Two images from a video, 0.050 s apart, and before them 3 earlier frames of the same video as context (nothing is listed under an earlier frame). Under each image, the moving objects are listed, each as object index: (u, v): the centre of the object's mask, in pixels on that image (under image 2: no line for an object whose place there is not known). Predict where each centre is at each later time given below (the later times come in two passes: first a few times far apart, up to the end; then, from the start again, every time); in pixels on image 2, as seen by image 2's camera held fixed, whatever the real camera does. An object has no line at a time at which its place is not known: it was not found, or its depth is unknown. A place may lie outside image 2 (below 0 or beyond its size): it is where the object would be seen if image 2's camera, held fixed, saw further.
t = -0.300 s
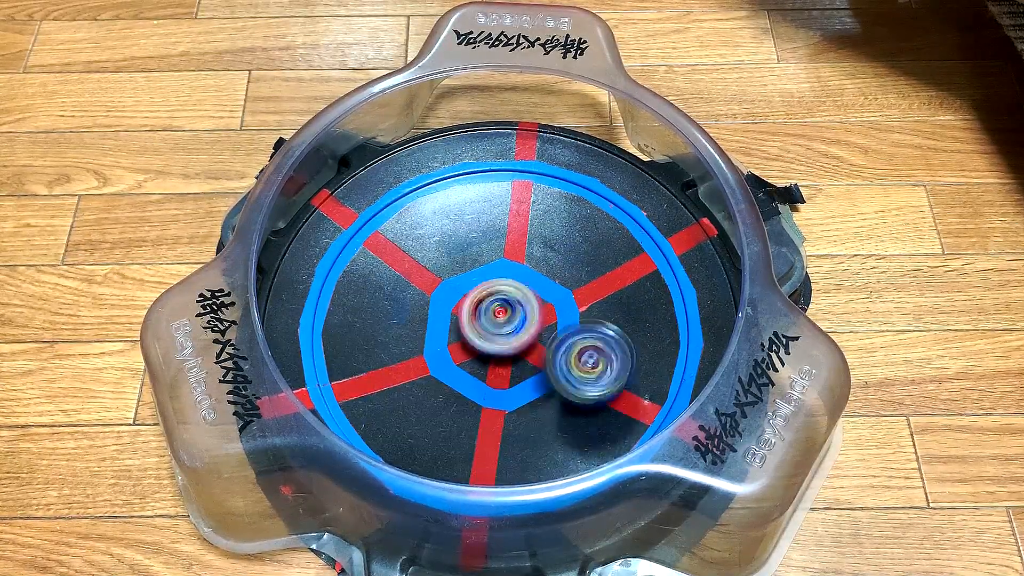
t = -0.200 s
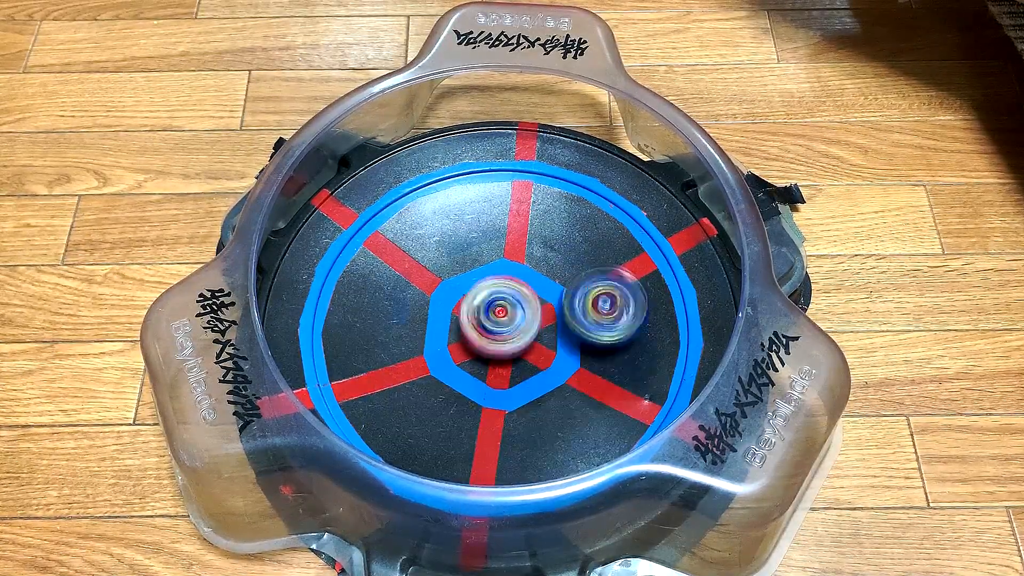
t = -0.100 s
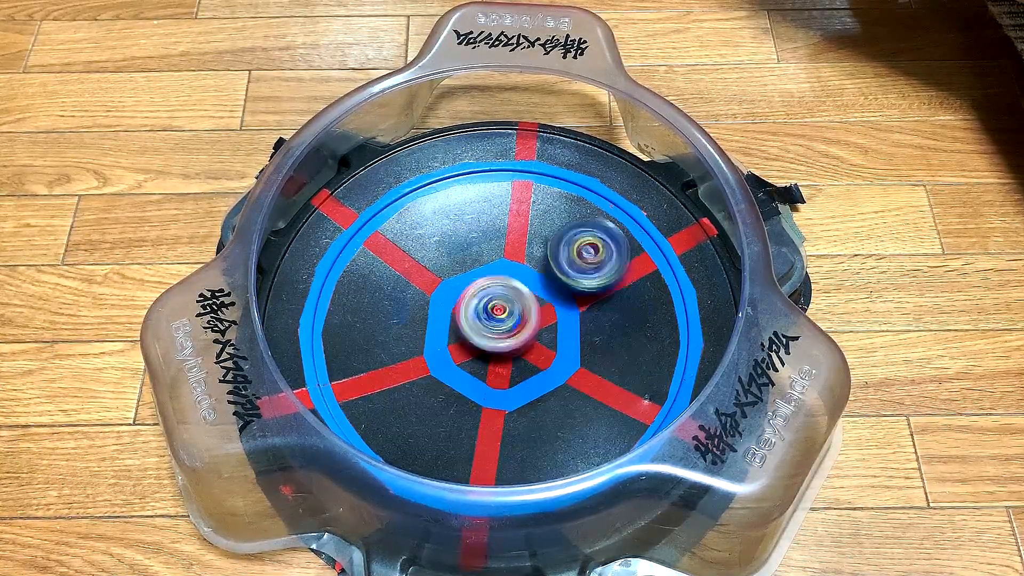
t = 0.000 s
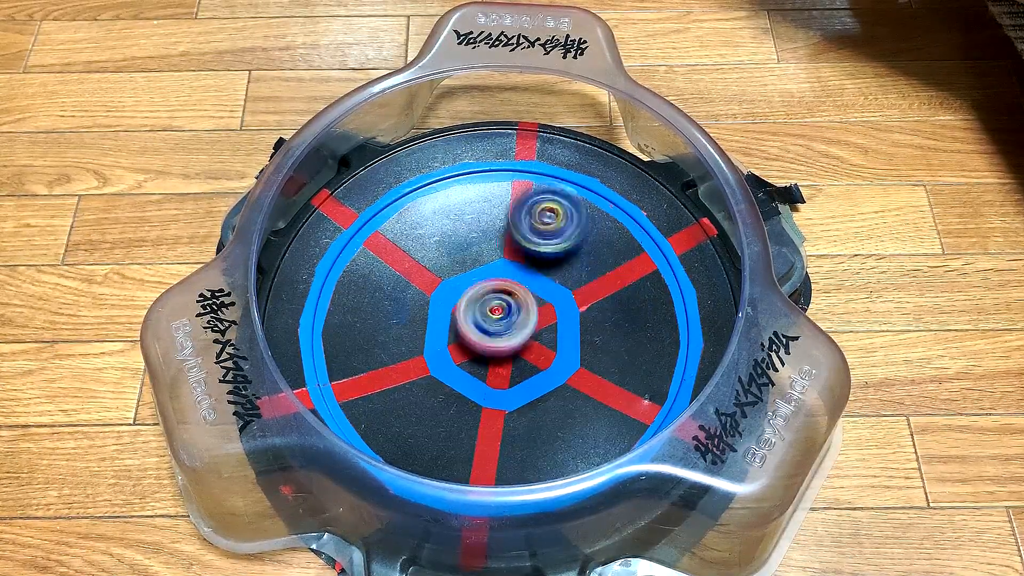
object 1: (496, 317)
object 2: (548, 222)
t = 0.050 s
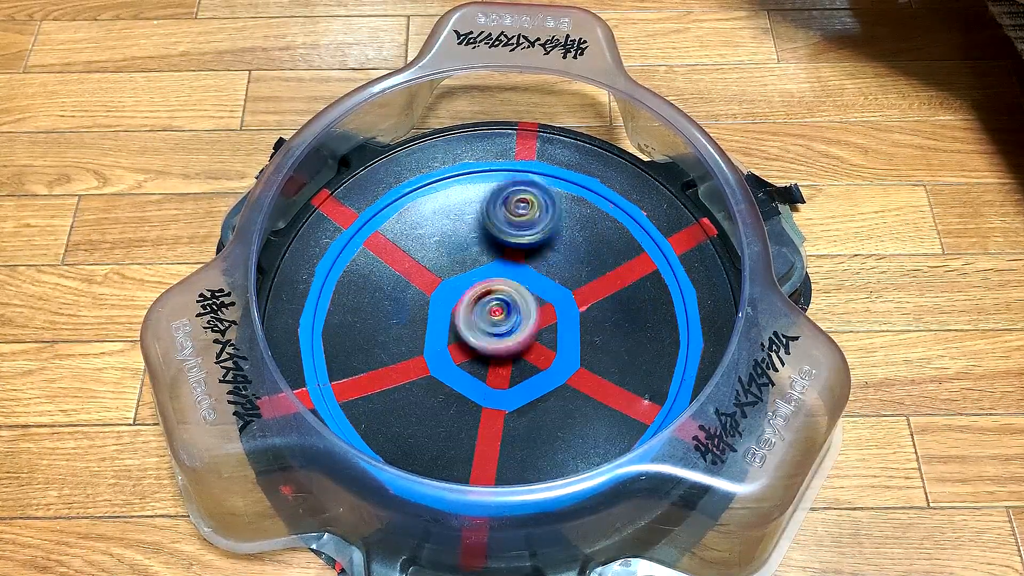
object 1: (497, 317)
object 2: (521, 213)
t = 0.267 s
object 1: (498, 318)
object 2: (411, 250)
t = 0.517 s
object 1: (501, 318)
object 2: (427, 377)
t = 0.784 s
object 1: (503, 317)
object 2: (584, 383)
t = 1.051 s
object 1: (502, 317)
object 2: (594, 254)
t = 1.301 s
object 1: (500, 318)
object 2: (460, 241)
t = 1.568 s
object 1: (499, 317)
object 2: (398, 349)
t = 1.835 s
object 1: (500, 319)
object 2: (517, 414)
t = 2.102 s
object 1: (495, 321)
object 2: (594, 305)
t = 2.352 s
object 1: (498, 311)
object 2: (507, 226)
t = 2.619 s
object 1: (500, 318)
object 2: (400, 282)
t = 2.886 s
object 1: (510, 319)
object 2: (458, 392)
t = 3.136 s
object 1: (528, 301)
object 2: (579, 385)
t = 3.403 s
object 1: (511, 269)
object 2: (603, 328)
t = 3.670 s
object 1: (486, 257)
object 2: (605, 344)
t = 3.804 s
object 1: (481, 253)
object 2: (566, 352)
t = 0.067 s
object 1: (496, 317)
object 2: (512, 211)
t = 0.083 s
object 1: (498, 317)
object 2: (504, 210)
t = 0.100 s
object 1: (497, 317)
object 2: (494, 210)
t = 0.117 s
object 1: (497, 318)
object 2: (485, 211)
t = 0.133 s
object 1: (497, 316)
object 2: (475, 213)
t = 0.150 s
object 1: (497, 318)
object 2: (466, 214)
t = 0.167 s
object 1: (497, 318)
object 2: (457, 217)
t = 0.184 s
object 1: (496, 318)
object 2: (448, 220)
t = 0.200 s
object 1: (498, 317)
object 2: (437, 227)
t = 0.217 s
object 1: (497, 318)
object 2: (431, 232)
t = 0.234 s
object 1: (497, 319)
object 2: (425, 236)
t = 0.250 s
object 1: (496, 317)
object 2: (417, 243)
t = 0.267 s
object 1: (498, 318)
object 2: (411, 250)
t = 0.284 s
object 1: (497, 318)
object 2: (407, 256)
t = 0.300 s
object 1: (496, 318)
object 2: (401, 264)
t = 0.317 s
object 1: (496, 316)
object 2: (397, 273)
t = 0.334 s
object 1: (498, 318)
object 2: (395, 282)
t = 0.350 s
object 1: (498, 318)
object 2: (392, 290)
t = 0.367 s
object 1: (497, 318)
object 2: (391, 302)
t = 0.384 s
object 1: (499, 317)
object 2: (392, 310)
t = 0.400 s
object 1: (499, 319)
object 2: (392, 318)
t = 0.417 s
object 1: (499, 319)
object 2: (395, 329)
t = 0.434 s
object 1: (498, 318)
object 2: (398, 336)
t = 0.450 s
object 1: (500, 317)
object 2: (401, 345)
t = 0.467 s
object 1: (500, 319)
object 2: (407, 355)
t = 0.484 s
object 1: (500, 319)
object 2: (413, 361)
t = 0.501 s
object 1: (499, 317)
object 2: (419, 369)
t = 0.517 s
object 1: (501, 318)
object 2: (427, 377)
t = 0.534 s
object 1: (500, 319)
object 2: (437, 383)
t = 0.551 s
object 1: (500, 319)
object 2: (445, 389)
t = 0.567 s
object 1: (500, 317)
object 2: (453, 394)
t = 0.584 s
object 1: (502, 318)
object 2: (464, 397)
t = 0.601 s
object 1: (501, 318)
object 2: (473, 401)
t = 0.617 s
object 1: (500, 319)
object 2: (483, 403)
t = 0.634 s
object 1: (500, 317)
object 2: (495, 404)
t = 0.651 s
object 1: (502, 318)
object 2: (505, 406)
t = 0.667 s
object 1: (501, 319)
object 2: (515, 406)
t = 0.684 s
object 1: (501, 319)
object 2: (526, 405)
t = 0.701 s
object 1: (500, 317)
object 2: (535, 404)
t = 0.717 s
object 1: (502, 318)
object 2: (546, 402)
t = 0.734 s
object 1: (501, 319)
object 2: (557, 397)
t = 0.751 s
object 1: (501, 319)
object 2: (565, 393)
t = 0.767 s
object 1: (500, 317)
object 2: (574, 389)
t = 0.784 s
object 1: (503, 317)
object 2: (584, 383)
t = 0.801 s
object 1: (501, 318)
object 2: (591, 377)
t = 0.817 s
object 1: (501, 319)
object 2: (597, 371)
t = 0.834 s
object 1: (500, 317)
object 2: (603, 364)
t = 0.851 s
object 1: (503, 317)
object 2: (608, 356)
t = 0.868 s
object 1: (502, 318)
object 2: (613, 348)
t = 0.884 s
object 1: (502, 319)
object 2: (617, 340)
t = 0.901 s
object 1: (500, 318)
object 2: (619, 333)
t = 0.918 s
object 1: (503, 317)
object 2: (622, 324)
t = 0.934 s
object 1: (502, 319)
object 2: (622, 316)
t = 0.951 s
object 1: (500, 319)
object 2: (620, 298)
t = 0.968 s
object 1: (502, 316)
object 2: (618, 290)
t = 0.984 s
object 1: (503, 318)
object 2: (614, 281)
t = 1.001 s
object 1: (502, 319)
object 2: (611, 275)
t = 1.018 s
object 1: (500, 319)
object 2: (606, 266)
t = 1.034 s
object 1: (500, 316)
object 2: (600, 261)
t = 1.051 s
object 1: (502, 317)
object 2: (594, 254)
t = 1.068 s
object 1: (501, 318)
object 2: (587, 249)
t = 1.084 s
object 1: (501, 319)
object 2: (579, 244)
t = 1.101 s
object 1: (499, 318)
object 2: (571, 241)
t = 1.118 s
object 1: (502, 316)
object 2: (564, 236)
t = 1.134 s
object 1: (502, 318)
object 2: (554, 233)
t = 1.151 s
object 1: (501, 318)
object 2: (546, 231)
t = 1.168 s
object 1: (500, 318)
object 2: (536, 229)
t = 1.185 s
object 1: (500, 315)
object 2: (526, 229)
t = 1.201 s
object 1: (502, 317)
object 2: (515, 228)
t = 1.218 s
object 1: (501, 318)
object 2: (507, 229)
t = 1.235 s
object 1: (500, 318)
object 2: (497, 231)
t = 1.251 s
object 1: (498, 317)
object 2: (487, 232)
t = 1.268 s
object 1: (501, 315)
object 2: (477, 234)
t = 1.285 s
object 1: (501, 317)
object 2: (468, 238)
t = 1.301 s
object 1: (500, 318)
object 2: (460, 241)
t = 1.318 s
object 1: (499, 318)
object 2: (453, 243)
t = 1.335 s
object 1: (498, 316)
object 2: (444, 249)
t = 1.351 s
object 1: (501, 316)
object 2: (437, 254)
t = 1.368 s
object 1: (500, 318)
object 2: (430, 259)
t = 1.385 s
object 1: (499, 318)
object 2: (423, 265)
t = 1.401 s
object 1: (498, 318)
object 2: (417, 271)
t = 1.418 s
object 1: (498, 315)
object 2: (411, 279)
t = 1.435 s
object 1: (501, 316)
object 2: (407, 287)
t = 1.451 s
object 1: (500, 318)
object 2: (403, 294)
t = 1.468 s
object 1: (500, 318)
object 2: (400, 302)
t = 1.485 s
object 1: (498, 317)
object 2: (398, 308)
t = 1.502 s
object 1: (498, 315)
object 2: (395, 316)
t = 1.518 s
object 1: (501, 316)
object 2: (395, 325)
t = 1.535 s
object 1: (501, 318)
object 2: (396, 332)
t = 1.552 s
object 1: (500, 318)
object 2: (396, 340)
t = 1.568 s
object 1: (499, 317)
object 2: (398, 349)
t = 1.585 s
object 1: (499, 315)
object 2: (400, 356)
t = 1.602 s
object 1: (502, 316)
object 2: (404, 365)
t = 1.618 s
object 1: (502, 318)
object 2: (409, 373)
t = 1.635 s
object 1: (501, 318)
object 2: (413, 379)
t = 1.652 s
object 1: (499, 318)
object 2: (419, 387)
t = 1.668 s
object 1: (500, 315)
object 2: (427, 393)
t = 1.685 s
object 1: (503, 317)
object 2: (432, 398)
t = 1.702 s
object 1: (503, 318)
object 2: (441, 404)
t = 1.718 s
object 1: (502, 319)
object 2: (450, 408)
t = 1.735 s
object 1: (500, 319)
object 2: (457, 411)
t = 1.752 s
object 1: (499, 317)
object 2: (467, 414)
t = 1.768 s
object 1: (503, 317)
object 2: (477, 415)
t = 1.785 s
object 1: (504, 319)
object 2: (487, 416)
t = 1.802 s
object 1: (502, 320)
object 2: (498, 416)
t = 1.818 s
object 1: (501, 320)
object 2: (508, 414)
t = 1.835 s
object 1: (500, 319)
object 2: (517, 414)
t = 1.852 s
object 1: (502, 317)
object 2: (527, 410)
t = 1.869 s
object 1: (504, 320)
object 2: (535, 407)
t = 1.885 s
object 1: (503, 321)
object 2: (545, 402)
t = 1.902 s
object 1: (502, 322)
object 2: (553, 396)
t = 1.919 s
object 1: (499, 322)
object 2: (560, 391)
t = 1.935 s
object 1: (498, 319)
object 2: (569, 384)
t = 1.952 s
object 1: (501, 320)
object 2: (575, 377)
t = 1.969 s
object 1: (502, 322)
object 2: (581, 370)
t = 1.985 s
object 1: (500, 323)
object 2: (585, 362)
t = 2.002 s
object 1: (498, 323)
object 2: (589, 354)
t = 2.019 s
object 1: (496, 322)
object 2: (593, 346)
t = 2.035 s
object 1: (496, 319)
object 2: (595, 338)
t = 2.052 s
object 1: (499, 319)
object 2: (595, 329)
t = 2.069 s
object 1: (498, 321)
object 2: (596, 322)
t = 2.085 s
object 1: (497, 321)
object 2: (596, 312)
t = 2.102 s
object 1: (495, 321)
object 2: (594, 305)
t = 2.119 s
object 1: (492, 320)
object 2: (592, 296)
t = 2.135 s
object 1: (493, 317)
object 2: (589, 288)
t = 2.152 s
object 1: (497, 316)
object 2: (587, 281)
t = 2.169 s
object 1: (497, 318)
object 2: (583, 274)
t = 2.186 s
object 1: (496, 317)
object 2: (578, 267)
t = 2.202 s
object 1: (495, 317)
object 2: (573, 260)
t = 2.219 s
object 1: (492, 317)
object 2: (567, 254)
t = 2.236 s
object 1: (493, 314)
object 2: (562, 250)
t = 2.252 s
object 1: (497, 313)
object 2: (555, 244)
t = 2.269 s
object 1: (498, 314)
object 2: (548, 240)
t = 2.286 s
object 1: (497, 315)
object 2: (540, 235)
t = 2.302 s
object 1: (496, 316)
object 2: (533, 233)
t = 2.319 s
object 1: (495, 315)
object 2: (523, 230)
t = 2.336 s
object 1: (494, 312)
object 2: (516, 228)
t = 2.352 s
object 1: (498, 311)
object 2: (507, 226)
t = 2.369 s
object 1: (500, 313)
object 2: (499, 226)
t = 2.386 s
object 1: (500, 315)
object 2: (491, 225)
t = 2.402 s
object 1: (499, 315)
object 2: (482, 226)
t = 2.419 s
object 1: (497, 316)
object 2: (474, 227)
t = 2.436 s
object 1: (495, 314)
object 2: (466, 227)
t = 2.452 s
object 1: (497, 312)
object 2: (457, 231)
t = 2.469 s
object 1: (500, 313)
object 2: (450, 233)
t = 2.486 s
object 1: (501, 315)
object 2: (443, 236)
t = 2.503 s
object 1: (500, 317)
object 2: (436, 240)
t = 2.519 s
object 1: (499, 318)
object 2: (429, 243)
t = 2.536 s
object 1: (497, 318)
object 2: (422, 250)
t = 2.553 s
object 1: (496, 316)
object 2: (416, 255)
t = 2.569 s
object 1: (498, 313)
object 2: (412, 261)
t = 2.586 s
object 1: (501, 314)
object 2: (407, 268)
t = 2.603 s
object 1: (501, 316)
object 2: (403, 274)
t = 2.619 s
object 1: (500, 318)
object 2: (400, 282)
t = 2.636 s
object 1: (500, 320)
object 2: (398, 290)
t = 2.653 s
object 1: (498, 320)
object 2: (395, 297)
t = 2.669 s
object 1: (496, 319)
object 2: (396, 307)
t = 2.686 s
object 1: (498, 318)
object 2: (396, 314)
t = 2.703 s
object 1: (500, 317)
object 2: (397, 322)
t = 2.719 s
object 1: (502, 317)
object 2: (401, 329)
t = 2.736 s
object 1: (502, 319)
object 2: (402, 336)
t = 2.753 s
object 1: (501, 320)
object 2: (408, 346)
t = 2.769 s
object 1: (499, 321)
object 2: (412, 351)
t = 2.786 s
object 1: (496, 320)
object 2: (418, 359)
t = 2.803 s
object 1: (496, 318)
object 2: (424, 365)
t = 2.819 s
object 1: (500, 316)
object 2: (429, 372)
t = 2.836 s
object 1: (503, 316)
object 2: (436, 379)
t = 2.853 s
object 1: (507, 316)
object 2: (443, 383)
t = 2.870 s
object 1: (509, 318)
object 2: (449, 388)
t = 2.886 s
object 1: (510, 319)
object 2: (458, 392)
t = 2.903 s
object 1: (509, 320)
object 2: (465, 395)
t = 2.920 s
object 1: (509, 319)
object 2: (475, 398)
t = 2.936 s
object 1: (509, 318)
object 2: (485, 399)
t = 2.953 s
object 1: (511, 317)
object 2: (493, 401)
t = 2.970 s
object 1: (514, 318)
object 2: (503, 401)
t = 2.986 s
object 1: (516, 319)
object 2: (510, 401)
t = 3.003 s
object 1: (517, 321)
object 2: (522, 401)
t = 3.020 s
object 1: (518, 321)
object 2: (531, 398)
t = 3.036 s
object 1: (518, 320)
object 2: (539, 396)
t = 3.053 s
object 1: (519, 318)
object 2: (545, 394)
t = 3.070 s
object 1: (521, 314)
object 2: (552, 394)
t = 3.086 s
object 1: (523, 310)
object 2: (560, 393)
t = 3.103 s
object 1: (525, 308)
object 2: (565, 391)
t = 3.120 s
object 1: (527, 305)
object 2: (573, 389)
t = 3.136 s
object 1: (528, 301)
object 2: (579, 385)
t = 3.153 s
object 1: (530, 298)
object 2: (585, 382)
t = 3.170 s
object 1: (530, 296)
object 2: (591, 377)
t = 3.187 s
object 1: (530, 295)
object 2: (596, 372)
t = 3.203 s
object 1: (530, 295)
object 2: (600, 365)
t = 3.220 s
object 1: (530, 295)
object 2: (604, 358)
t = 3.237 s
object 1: (530, 295)
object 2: (607, 351)
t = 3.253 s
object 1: (530, 296)
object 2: (608, 343)
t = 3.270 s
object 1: (530, 296)
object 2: (608, 337)
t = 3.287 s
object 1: (529, 297)
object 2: (607, 330)
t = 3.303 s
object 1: (527, 298)
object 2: (605, 323)
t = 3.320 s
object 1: (527, 298)
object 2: (602, 316)
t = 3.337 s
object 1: (524, 291)
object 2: (599, 316)
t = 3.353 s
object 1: (521, 283)
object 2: (598, 317)
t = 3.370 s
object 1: (517, 278)
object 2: (599, 322)
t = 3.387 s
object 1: (514, 273)
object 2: (601, 324)
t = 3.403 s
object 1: (511, 269)
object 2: (603, 328)
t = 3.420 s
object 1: (508, 266)
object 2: (604, 329)
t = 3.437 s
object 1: (505, 263)
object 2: (606, 332)
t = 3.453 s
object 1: (502, 260)
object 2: (606, 333)
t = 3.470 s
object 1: (500, 259)
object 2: (609, 335)
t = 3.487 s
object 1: (498, 258)
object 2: (608, 336)
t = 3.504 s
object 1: (496, 257)
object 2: (611, 337)
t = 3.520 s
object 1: (495, 257)
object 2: (611, 339)
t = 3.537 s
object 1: (493, 257)
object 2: (613, 340)
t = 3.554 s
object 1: (492, 257)
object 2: (612, 341)
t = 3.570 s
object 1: (491, 257)
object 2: (613, 341)
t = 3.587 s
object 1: (490, 258)
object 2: (613, 343)
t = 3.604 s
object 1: (489, 258)
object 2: (613, 343)
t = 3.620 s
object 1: (488, 258)
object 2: (612, 344)
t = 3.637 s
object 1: (487, 258)
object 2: (610, 344)
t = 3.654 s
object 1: (487, 257)
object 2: (608, 345)
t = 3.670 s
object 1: (486, 257)
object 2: (605, 344)
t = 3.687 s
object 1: (485, 256)
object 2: (602, 346)
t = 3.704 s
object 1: (485, 256)
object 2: (597, 346)
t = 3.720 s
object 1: (484, 255)
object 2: (594, 346)
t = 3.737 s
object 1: (483, 254)
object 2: (588, 347)
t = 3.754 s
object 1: (482, 254)
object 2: (584, 348)
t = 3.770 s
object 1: (481, 253)
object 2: (578, 349)
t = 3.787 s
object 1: (481, 253)
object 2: (574, 351)
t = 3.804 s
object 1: (481, 253)
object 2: (566, 352)
